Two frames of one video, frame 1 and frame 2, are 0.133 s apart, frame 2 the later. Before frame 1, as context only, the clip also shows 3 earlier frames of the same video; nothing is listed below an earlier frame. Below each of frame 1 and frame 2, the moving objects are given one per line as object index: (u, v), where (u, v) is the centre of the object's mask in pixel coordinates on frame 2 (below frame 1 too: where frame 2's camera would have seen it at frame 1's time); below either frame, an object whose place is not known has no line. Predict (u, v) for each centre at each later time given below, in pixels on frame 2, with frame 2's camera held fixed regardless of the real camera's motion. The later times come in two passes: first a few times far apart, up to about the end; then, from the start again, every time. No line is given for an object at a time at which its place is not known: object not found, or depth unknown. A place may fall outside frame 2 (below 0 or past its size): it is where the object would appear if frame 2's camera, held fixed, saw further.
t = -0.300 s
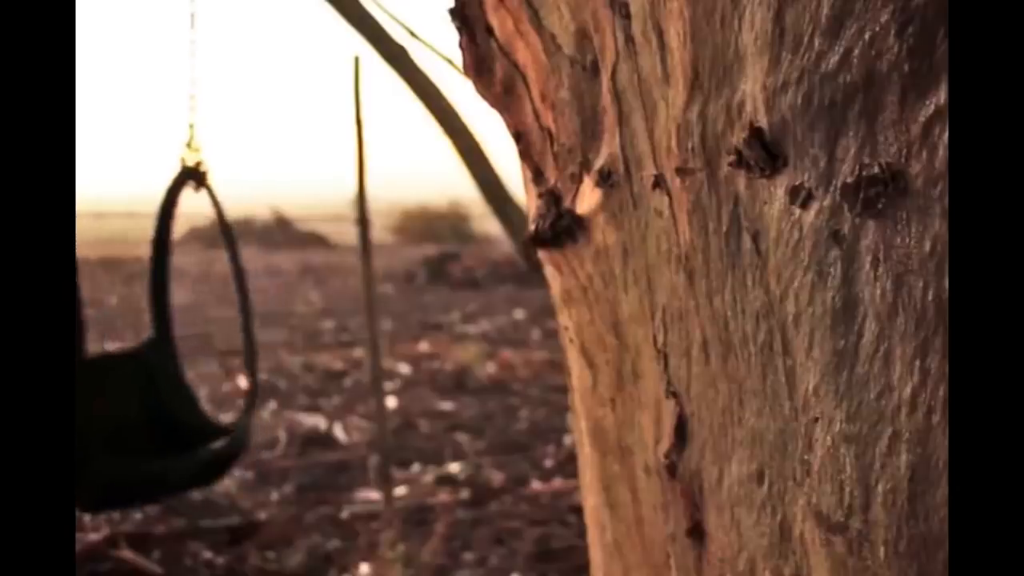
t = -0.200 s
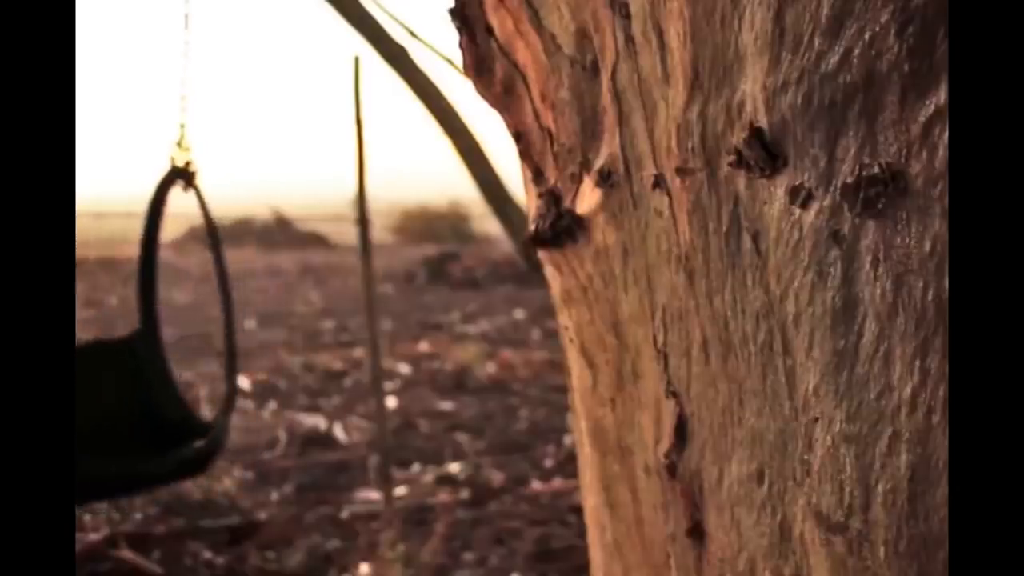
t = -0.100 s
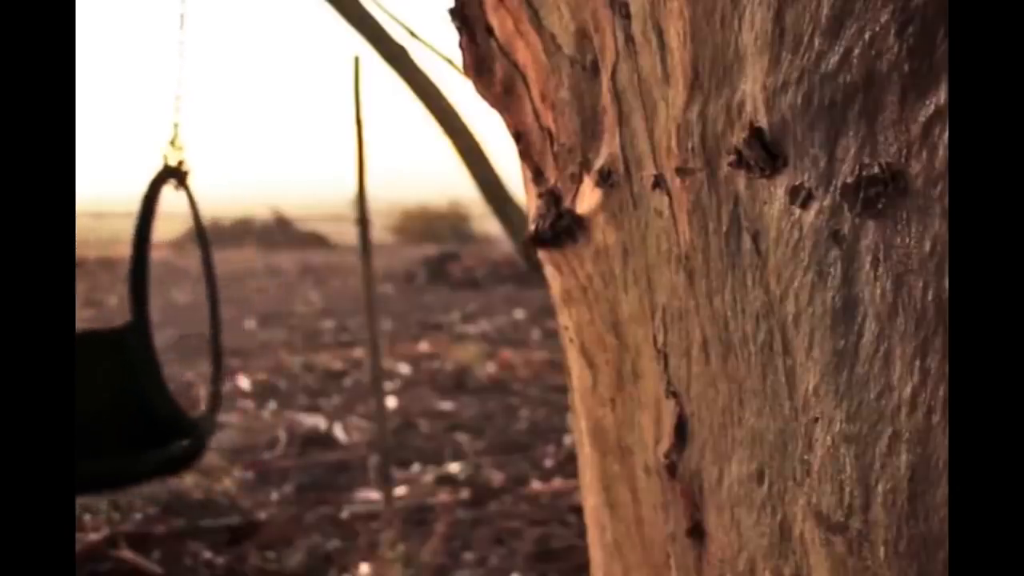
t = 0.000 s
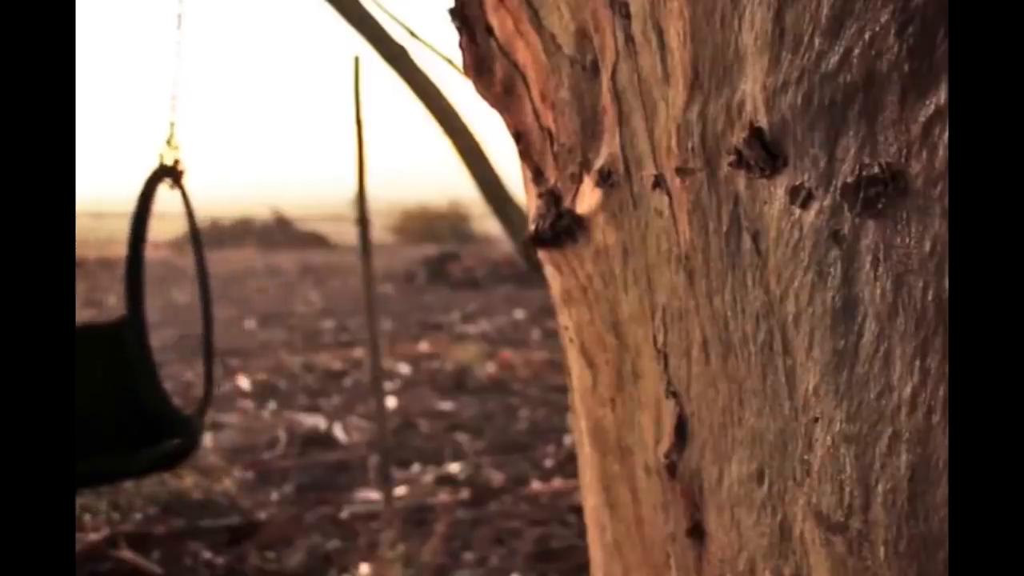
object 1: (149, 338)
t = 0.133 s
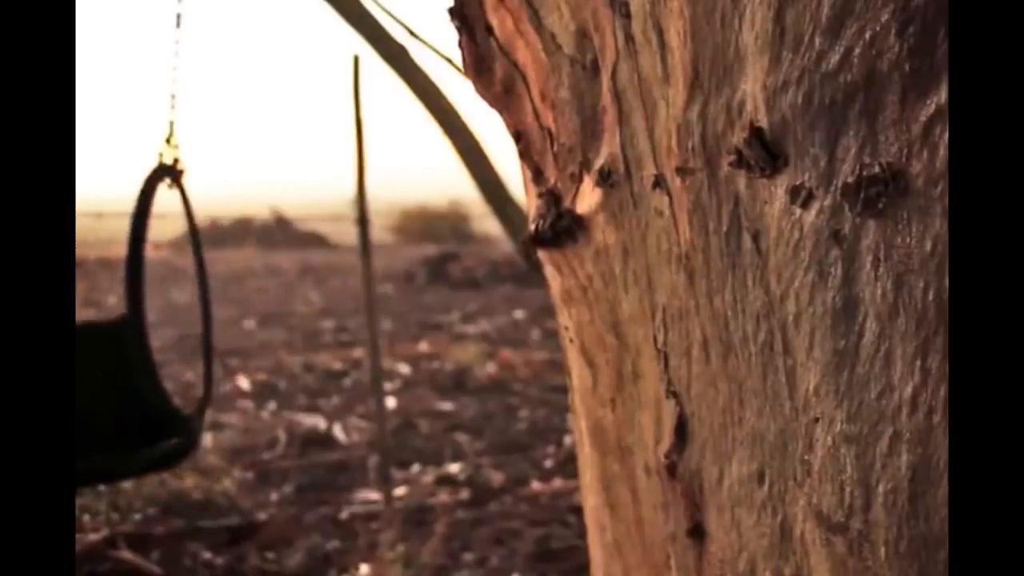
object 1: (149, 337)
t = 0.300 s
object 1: (158, 347)
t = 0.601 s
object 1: (189, 364)
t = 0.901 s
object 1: (230, 360)
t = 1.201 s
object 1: (234, 357)
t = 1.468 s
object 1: (203, 364)
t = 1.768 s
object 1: (170, 356)
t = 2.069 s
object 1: (154, 341)
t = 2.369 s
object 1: (165, 352)
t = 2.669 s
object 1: (192, 365)
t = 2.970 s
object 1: (226, 362)
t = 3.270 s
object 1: (227, 363)
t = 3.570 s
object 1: (194, 363)
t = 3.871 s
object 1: (168, 352)
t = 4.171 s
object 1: (156, 344)
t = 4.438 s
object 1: (168, 356)
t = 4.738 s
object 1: (195, 366)
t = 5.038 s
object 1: (226, 361)
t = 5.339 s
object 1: (223, 361)
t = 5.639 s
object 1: (190, 363)
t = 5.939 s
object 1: (165, 351)
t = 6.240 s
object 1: (157, 346)
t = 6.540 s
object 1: (173, 362)
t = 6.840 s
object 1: (205, 365)
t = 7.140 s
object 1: (229, 360)
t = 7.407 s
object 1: (218, 362)
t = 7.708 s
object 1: (183, 361)
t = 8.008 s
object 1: (162, 350)
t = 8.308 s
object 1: (160, 349)
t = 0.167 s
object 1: (150, 338)
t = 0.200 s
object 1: (151, 340)
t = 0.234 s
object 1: (153, 342)
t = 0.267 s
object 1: (155, 344)
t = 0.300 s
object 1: (158, 347)
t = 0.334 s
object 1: (161, 349)
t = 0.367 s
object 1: (164, 352)
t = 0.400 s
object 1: (168, 355)
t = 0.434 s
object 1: (171, 358)
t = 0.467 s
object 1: (174, 360)
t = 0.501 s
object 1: (177, 362)
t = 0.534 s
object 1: (180, 363)
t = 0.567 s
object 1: (184, 364)
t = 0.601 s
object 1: (189, 364)
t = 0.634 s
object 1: (194, 364)
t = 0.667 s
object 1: (199, 365)
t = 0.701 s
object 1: (204, 365)
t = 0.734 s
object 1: (209, 364)
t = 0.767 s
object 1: (214, 364)
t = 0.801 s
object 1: (219, 363)
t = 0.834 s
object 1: (223, 362)
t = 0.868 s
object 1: (227, 362)
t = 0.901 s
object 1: (230, 360)
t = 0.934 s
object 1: (233, 359)
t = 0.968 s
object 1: (234, 358)
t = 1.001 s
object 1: (236, 357)
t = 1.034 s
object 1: (237, 358)
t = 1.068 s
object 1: (237, 358)
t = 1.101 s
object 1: (237, 358)
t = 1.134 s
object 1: (237, 358)
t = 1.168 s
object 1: (236, 357)
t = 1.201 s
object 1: (234, 357)
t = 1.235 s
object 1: (232, 359)
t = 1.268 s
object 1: (229, 360)
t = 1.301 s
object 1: (225, 361)
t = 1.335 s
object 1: (221, 361)
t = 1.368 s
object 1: (217, 362)
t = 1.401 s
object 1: (213, 363)
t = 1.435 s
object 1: (208, 364)
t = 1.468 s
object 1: (203, 364)
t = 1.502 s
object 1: (198, 364)
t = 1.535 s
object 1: (194, 364)
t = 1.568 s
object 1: (189, 364)
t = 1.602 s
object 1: (185, 363)
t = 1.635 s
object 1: (181, 362)
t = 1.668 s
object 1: (177, 360)
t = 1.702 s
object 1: (174, 359)
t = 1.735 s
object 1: (172, 358)
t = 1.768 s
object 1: (170, 356)
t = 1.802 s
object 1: (167, 354)
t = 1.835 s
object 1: (164, 351)
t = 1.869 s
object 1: (162, 349)
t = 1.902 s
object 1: (160, 347)
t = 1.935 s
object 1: (158, 348)
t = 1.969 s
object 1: (156, 344)
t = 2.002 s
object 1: (155, 343)
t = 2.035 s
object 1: (154, 342)
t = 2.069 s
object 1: (154, 341)
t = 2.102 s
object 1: (154, 341)
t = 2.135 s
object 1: (154, 341)
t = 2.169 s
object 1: (155, 342)
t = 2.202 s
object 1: (155, 343)
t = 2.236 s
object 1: (157, 344)
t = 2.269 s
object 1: (158, 346)
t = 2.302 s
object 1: (160, 348)
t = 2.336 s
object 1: (162, 351)
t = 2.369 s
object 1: (165, 352)
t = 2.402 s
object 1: (168, 355)
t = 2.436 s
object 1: (170, 358)
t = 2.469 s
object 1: (173, 360)
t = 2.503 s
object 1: (175, 361)
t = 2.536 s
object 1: (178, 363)
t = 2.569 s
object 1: (181, 365)
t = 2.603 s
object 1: (184, 365)
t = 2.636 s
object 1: (188, 365)
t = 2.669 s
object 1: (192, 365)
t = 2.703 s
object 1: (197, 366)
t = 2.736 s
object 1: (201, 366)
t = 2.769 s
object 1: (205, 368)
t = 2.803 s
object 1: (209, 366)
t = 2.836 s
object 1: (213, 366)
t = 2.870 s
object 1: (217, 364)
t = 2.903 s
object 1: (220, 363)
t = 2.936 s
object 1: (224, 362)
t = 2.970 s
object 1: (226, 362)
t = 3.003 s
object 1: (228, 361)
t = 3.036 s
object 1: (230, 360)
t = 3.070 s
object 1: (231, 362)
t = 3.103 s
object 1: (232, 363)
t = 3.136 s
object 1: (231, 360)
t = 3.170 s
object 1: (231, 363)
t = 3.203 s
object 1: (230, 360)
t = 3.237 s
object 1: (229, 360)
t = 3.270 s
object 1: (227, 363)
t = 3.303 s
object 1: (224, 364)
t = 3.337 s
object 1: (221, 362)
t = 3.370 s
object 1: (218, 362)
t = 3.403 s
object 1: (215, 364)
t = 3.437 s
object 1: (211, 364)
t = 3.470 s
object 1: (207, 363)
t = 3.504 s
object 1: (203, 364)
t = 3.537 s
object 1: (198, 364)
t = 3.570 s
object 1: (194, 363)
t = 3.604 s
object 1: (190, 363)
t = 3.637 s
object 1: (186, 362)
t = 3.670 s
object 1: (183, 361)
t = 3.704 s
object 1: (179, 360)
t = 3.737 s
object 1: (176, 359)
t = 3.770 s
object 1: (173, 358)
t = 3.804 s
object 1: (171, 356)
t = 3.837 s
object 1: (170, 354)
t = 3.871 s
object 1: (168, 352)
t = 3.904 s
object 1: (165, 350)
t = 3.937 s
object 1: (163, 349)
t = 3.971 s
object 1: (161, 348)
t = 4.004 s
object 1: (160, 346)
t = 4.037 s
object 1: (158, 345)
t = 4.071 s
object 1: (157, 344)
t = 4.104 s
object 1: (157, 344)
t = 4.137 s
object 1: (156, 344)
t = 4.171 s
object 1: (156, 344)
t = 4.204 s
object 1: (157, 345)
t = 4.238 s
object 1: (157, 345)
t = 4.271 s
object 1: (158, 347)
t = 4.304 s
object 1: (160, 348)
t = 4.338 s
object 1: (161, 350)
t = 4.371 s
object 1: (163, 352)
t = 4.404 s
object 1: (165, 354)
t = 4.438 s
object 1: (168, 356)
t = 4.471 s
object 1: (171, 359)
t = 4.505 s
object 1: (173, 361)
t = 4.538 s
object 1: (175, 362)
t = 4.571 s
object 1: (177, 363)
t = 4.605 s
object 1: (180, 365)
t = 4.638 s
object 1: (183, 367)
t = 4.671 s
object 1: (187, 365)
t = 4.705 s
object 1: (191, 366)
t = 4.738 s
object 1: (195, 366)
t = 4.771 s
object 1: (199, 366)
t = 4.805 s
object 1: (203, 368)
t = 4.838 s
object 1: (207, 367)
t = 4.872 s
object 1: (211, 366)
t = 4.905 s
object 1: (215, 365)
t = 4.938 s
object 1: (218, 364)
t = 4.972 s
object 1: (221, 363)
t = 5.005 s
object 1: (224, 361)
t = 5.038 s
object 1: (226, 361)
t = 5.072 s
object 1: (228, 361)
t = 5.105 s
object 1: (229, 360)
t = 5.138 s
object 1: (229, 360)
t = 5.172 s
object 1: (230, 360)
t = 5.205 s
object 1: (229, 360)
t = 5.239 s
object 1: (229, 360)
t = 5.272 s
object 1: (228, 360)
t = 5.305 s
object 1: (226, 361)
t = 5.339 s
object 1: (223, 361)
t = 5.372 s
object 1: (220, 362)
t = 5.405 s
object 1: (217, 362)
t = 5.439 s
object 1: (214, 363)
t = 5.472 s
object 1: (210, 363)
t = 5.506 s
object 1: (207, 363)
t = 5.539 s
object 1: (202, 365)
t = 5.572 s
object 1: (198, 364)
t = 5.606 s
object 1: (194, 364)
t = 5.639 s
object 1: (190, 363)
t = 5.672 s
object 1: (186, 362)
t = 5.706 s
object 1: (182, 361)
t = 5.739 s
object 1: (179, 360)
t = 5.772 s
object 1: (176, 359)
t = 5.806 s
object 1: (174, 357)
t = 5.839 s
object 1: (171, 356)
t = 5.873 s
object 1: (170, 354)
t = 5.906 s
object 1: (167, 353)
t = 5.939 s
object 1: (165, 351)
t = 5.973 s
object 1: (163, 350)
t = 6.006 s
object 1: (161, 348)
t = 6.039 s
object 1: (159, 347)
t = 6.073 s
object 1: (158, 348)
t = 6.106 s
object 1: (157, 346)
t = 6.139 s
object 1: (156, 346)
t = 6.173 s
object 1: (156, 346)
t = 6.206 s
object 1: (156, 346)
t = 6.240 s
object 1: (157, 346)
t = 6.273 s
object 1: (158, 347)
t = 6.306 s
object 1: (159, 348)
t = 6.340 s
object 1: (160, 350)
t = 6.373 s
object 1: (162, 352)
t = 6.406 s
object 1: (164, 354)
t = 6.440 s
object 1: (166, 356)
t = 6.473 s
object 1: (169, 358)
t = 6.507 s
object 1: (171, 360)
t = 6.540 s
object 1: (173, 362)
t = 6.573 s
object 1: (176, 363)
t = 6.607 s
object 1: (178, 364)
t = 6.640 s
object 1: (181, 367)
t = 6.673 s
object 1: (185, 366)
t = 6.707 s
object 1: (189, 365)
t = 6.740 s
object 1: (193, 365)
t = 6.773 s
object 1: (197, 366)
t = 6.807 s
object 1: (201, 365)
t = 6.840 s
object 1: (205, 365)
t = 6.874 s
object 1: (209, 365)
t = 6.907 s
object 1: (213, 365)
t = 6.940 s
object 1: (217, 364)
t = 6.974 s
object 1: (220, 363)
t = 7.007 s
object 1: (223, 362)
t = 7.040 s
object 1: (225, 361)
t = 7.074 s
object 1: (227, 361)
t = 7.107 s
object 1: (228, 361)
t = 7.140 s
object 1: (229, 360)
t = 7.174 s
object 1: (229, 360)
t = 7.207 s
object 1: (229, 360)
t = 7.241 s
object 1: (229, 360)
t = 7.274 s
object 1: (228, 361)
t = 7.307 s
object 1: (226, 361)
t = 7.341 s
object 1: (224, 361)
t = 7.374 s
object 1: (221, 361)
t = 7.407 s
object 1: (218, 362)
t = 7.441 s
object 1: (215, 363)
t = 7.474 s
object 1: (211, 363)
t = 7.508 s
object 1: (207, 363)
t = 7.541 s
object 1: (203, 365)
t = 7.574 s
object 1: (199, 364)
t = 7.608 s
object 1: (194, 364)
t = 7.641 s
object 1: (191, 363)
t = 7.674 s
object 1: (187, 362)
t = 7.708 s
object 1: (183, 361)
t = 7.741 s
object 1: (180, 361)
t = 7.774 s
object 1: (177, 360)
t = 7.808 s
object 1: (174, 359)
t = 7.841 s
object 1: (172, 357)
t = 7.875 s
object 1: (170, 356)
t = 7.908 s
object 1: (168, 354)
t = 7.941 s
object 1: (166, 352)
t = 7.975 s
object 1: (164, 351)
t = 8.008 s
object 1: (162, 350)
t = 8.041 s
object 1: (160, 350)
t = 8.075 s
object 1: (159, 348)
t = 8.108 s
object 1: (158, 347)
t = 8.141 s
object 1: (158, 347)
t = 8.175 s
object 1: (157, 347)
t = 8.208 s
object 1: (157, 347)
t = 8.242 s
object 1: (158, 347)
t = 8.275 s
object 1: (159, 348)
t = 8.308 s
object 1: (160, 349)
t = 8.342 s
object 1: (161, 350)
